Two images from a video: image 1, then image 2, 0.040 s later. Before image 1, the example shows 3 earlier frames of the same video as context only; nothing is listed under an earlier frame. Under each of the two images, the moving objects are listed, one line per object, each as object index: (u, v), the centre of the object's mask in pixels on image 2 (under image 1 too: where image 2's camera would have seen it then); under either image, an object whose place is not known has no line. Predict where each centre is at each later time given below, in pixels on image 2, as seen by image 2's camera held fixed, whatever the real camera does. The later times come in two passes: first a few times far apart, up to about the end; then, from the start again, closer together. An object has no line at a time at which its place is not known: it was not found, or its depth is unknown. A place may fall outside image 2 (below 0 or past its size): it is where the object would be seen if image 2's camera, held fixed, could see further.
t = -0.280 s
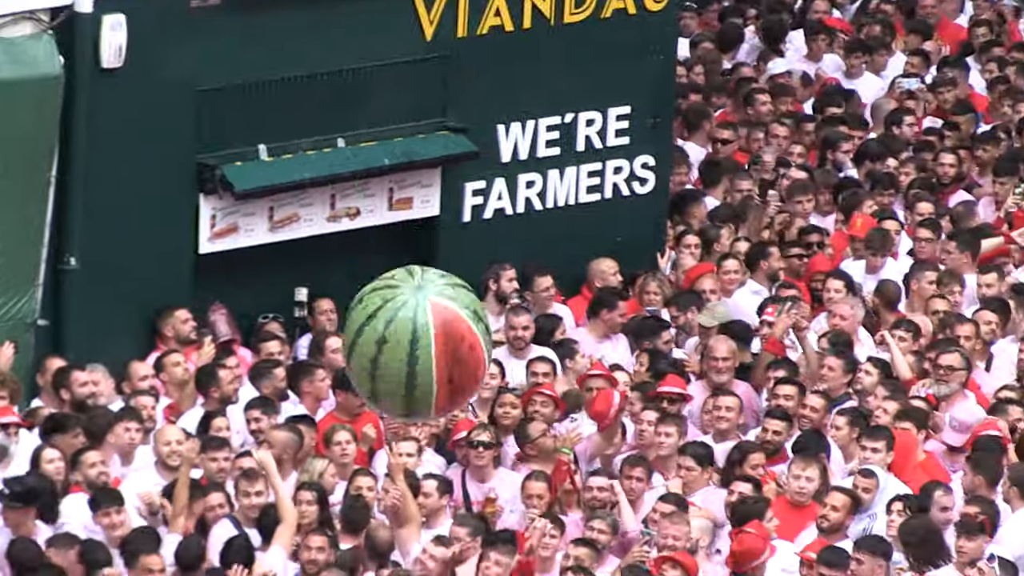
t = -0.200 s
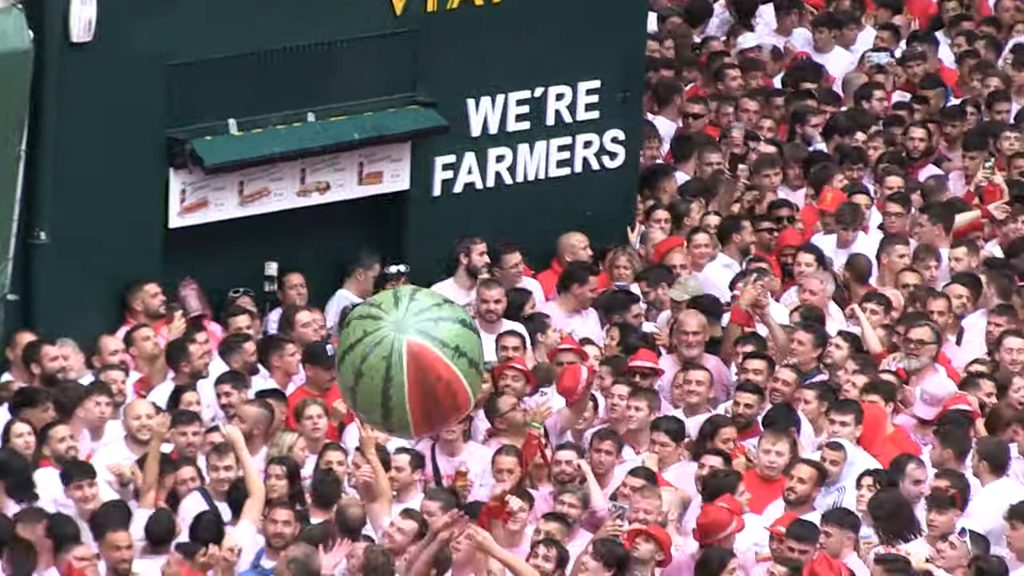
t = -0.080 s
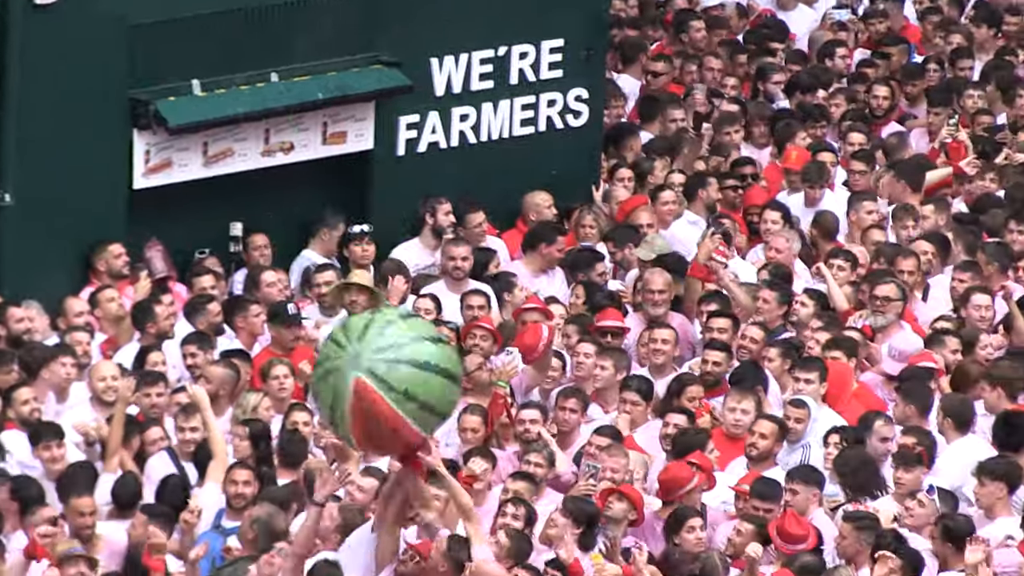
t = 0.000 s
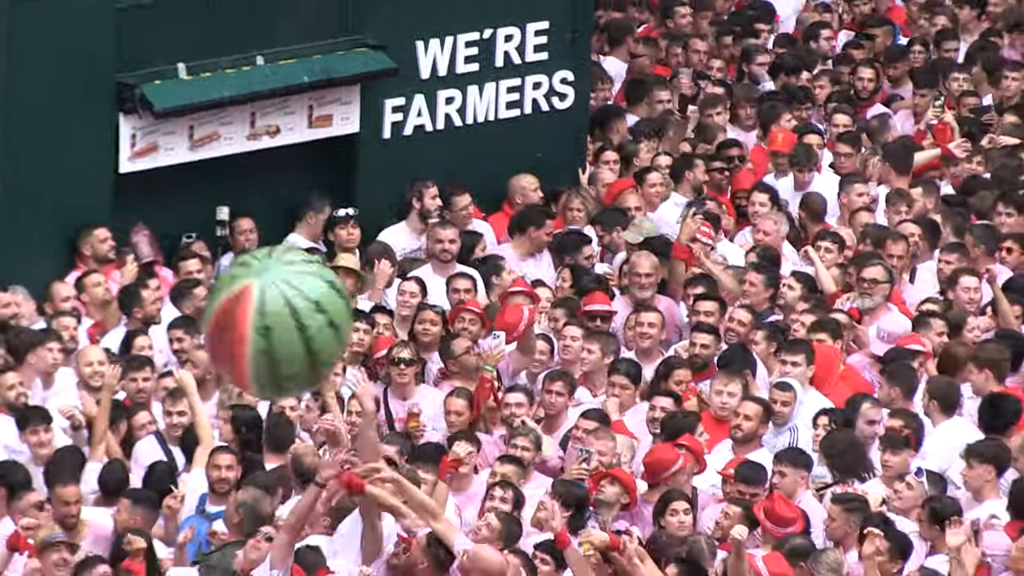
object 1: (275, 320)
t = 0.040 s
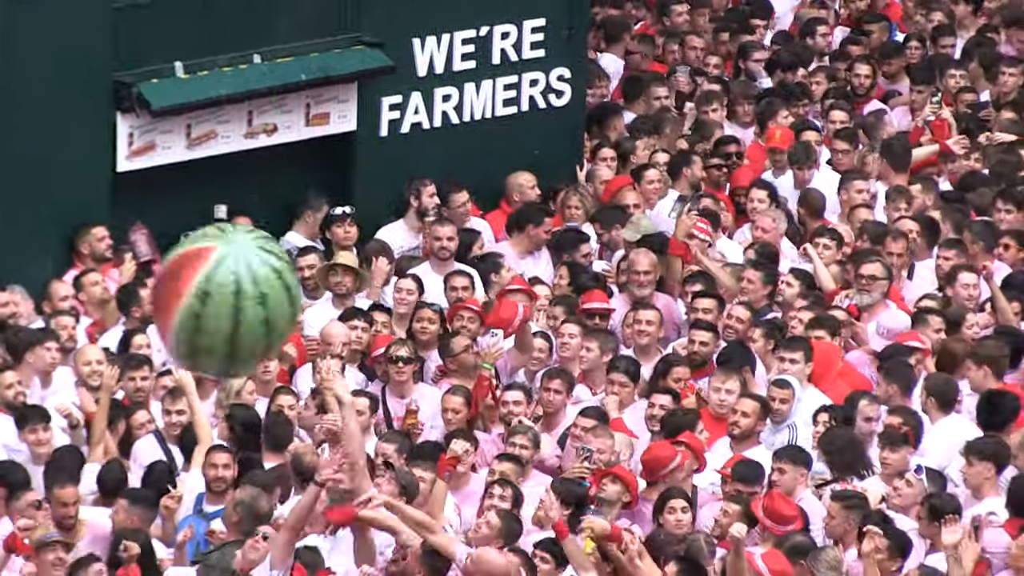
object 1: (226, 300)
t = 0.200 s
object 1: (48, 228)
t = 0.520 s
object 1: (-236, 111)
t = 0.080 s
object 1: (177, 281)
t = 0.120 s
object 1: (129, 262)
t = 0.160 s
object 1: (82, 245)
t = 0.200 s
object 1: (48, 228)
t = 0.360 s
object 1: (-103, 166)
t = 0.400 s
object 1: (-149, 151)
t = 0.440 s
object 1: (-182, 136)
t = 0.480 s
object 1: (-210, 124)
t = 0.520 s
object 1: (-236, 111)
